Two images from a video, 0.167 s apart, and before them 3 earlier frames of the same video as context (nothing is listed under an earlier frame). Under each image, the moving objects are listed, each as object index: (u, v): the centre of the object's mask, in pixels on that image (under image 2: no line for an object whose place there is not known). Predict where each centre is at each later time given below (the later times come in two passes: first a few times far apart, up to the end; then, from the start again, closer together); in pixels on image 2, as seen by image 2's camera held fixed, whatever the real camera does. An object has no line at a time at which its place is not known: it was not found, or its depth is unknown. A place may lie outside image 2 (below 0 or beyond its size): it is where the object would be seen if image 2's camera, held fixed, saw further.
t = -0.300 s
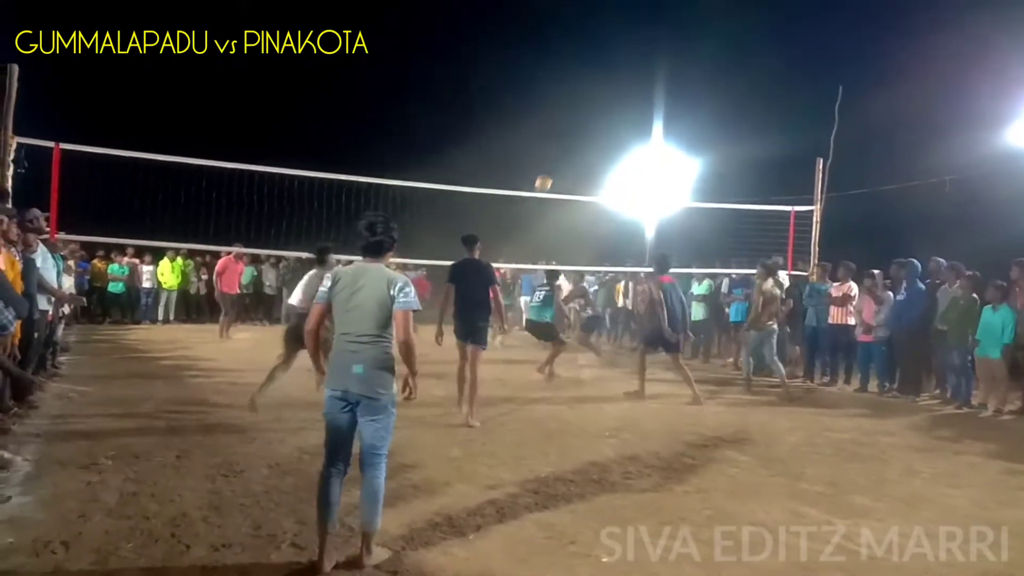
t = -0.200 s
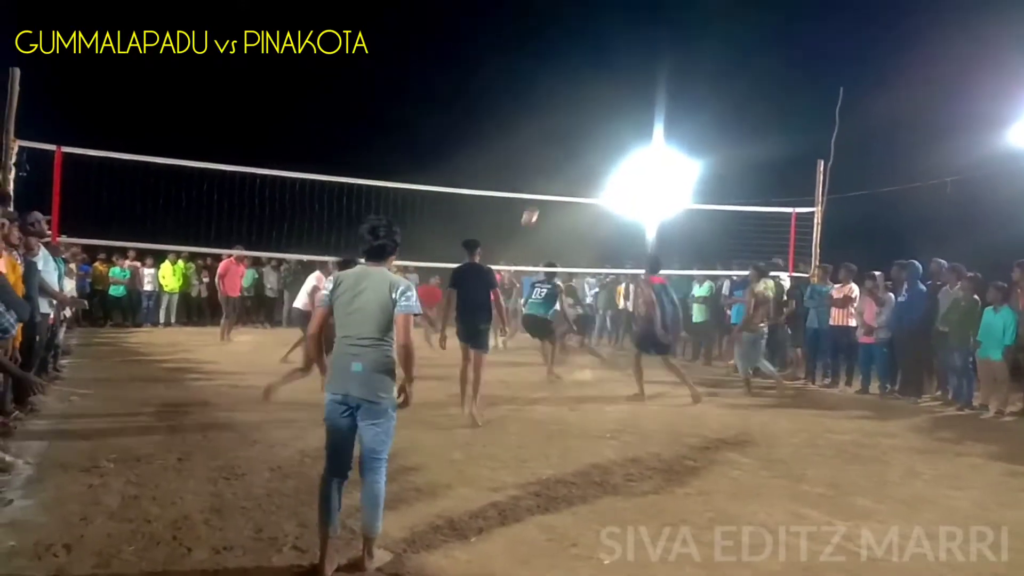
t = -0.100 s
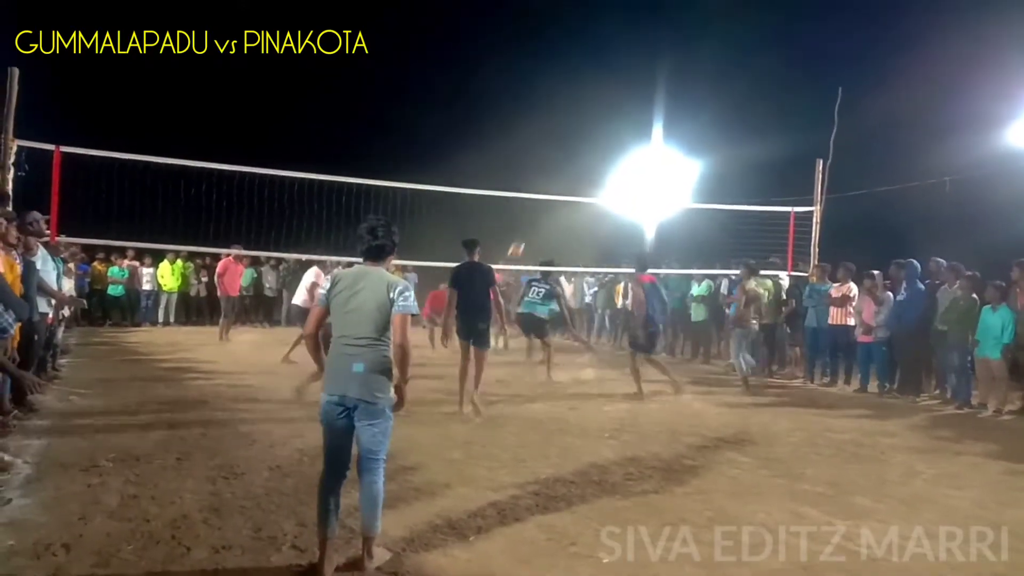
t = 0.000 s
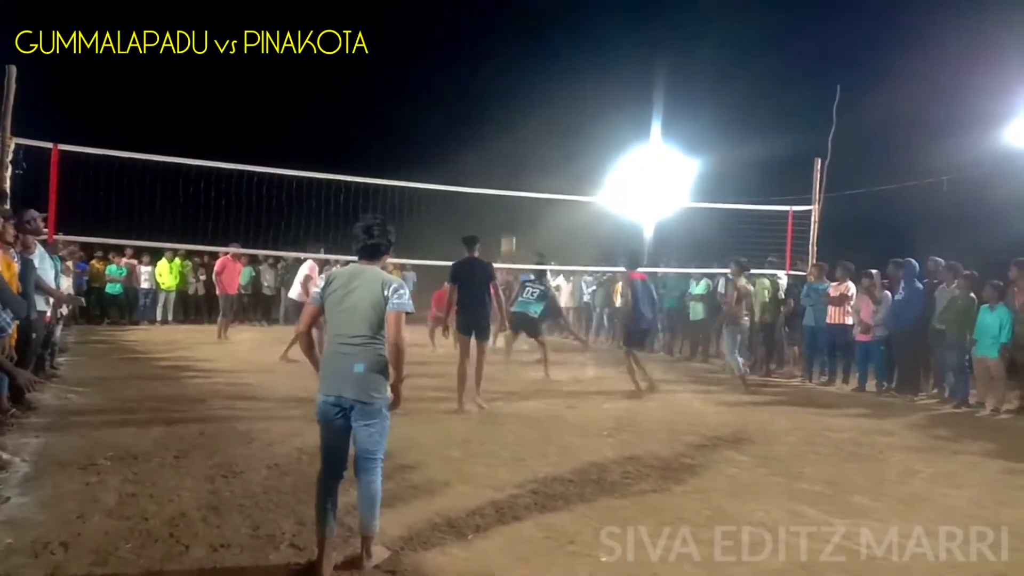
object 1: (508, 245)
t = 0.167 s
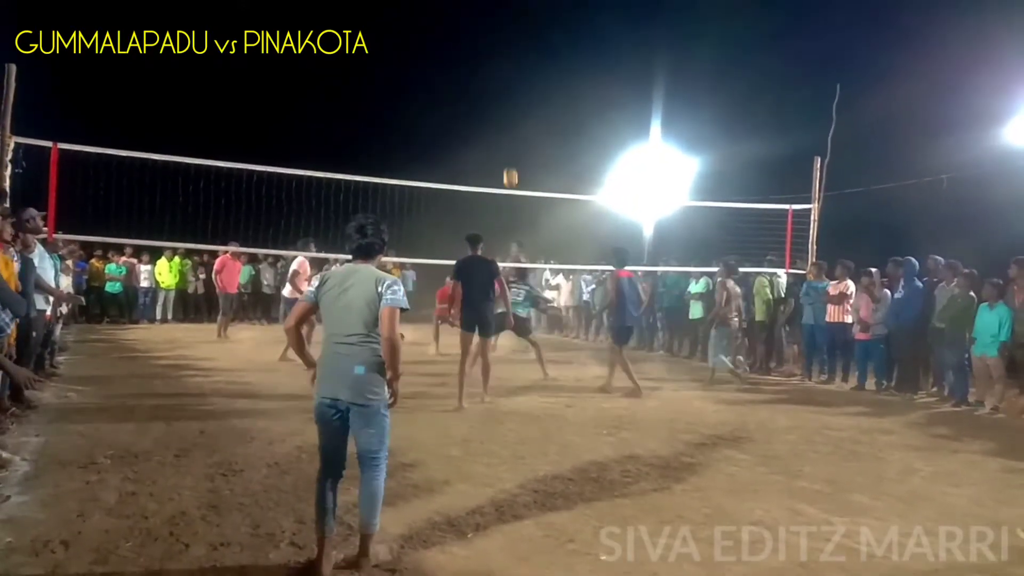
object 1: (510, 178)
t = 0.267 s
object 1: (511, 156)
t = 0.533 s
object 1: (514, 95)
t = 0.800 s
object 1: (515, 81)
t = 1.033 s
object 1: (516, 109)
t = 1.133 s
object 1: (515, 135)
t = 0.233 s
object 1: (511, 166)
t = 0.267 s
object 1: (511, 156)
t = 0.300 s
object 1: (511, 146)
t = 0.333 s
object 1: (511, 136)
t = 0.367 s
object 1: (512, 128)
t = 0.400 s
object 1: (512, 119)
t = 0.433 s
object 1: (513, 112)
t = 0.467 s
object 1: (513, 106)
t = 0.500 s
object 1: (513, 100)
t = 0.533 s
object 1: (514, 95)
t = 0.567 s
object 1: (514, 91)
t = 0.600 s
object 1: (514, 87)
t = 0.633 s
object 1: (514, 84)
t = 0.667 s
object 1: (514, 82)
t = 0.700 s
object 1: (515, 80)
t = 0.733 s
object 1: (515, 80)
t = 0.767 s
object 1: (515, 80)
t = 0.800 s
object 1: (515, 81)
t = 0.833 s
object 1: (515, 83)
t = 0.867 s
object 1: (515, 86)
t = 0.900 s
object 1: (515, 89)
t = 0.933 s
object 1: (515, 92)
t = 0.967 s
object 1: (515, 97)
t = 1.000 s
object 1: (516, 103)
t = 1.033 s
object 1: (516, 109)
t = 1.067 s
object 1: (516, 117)
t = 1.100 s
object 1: (515, 125)
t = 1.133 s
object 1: (515, 135)
